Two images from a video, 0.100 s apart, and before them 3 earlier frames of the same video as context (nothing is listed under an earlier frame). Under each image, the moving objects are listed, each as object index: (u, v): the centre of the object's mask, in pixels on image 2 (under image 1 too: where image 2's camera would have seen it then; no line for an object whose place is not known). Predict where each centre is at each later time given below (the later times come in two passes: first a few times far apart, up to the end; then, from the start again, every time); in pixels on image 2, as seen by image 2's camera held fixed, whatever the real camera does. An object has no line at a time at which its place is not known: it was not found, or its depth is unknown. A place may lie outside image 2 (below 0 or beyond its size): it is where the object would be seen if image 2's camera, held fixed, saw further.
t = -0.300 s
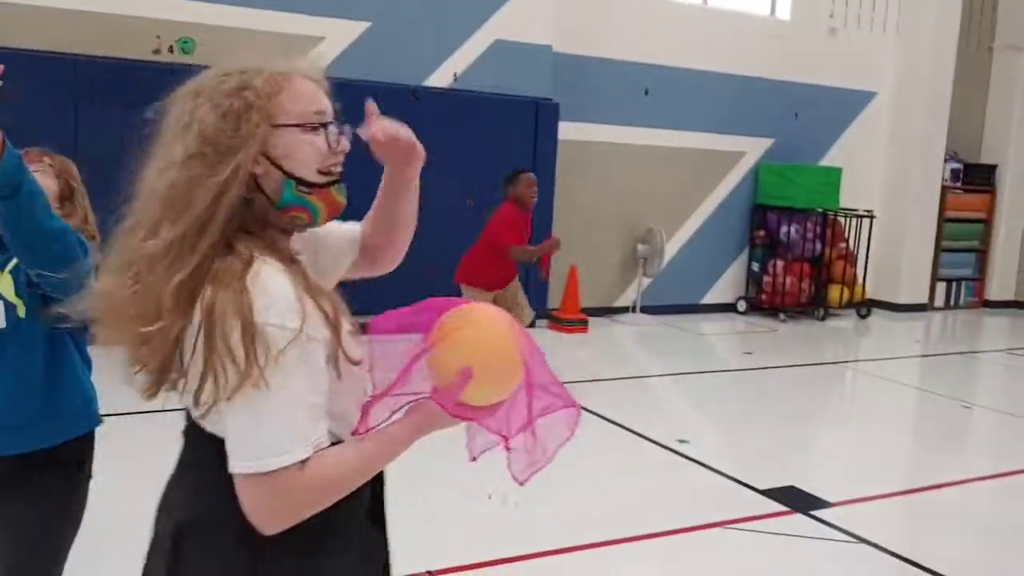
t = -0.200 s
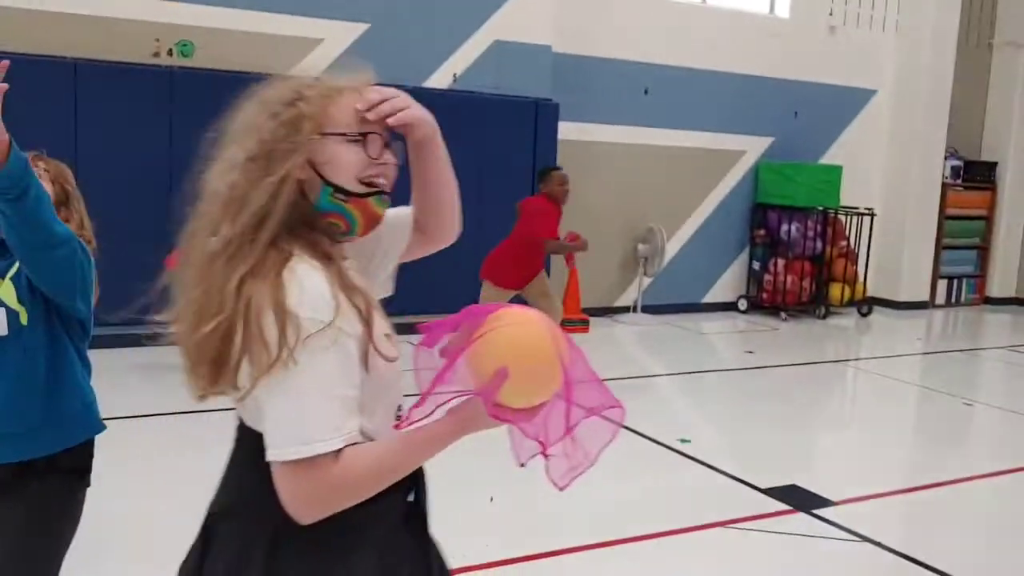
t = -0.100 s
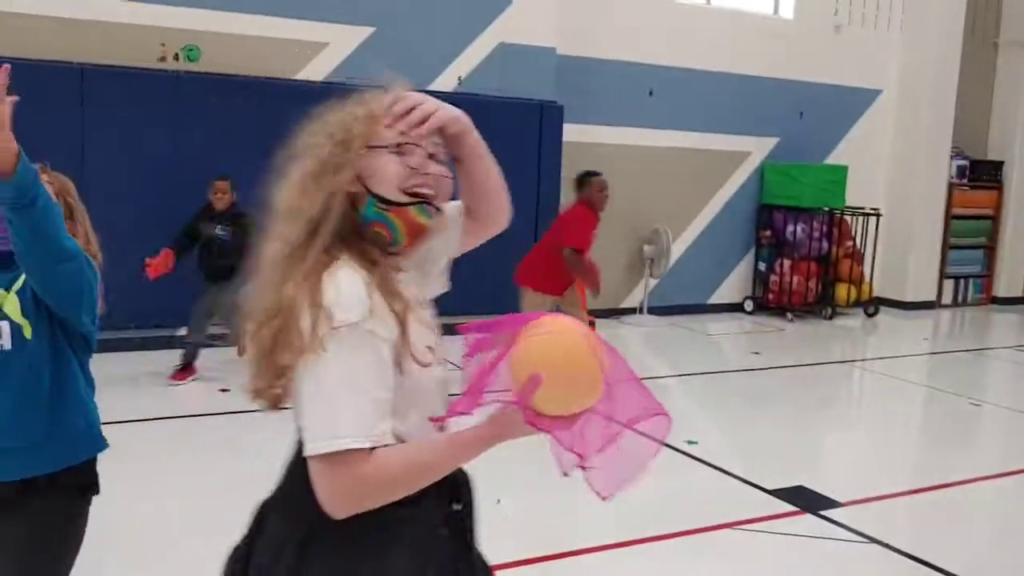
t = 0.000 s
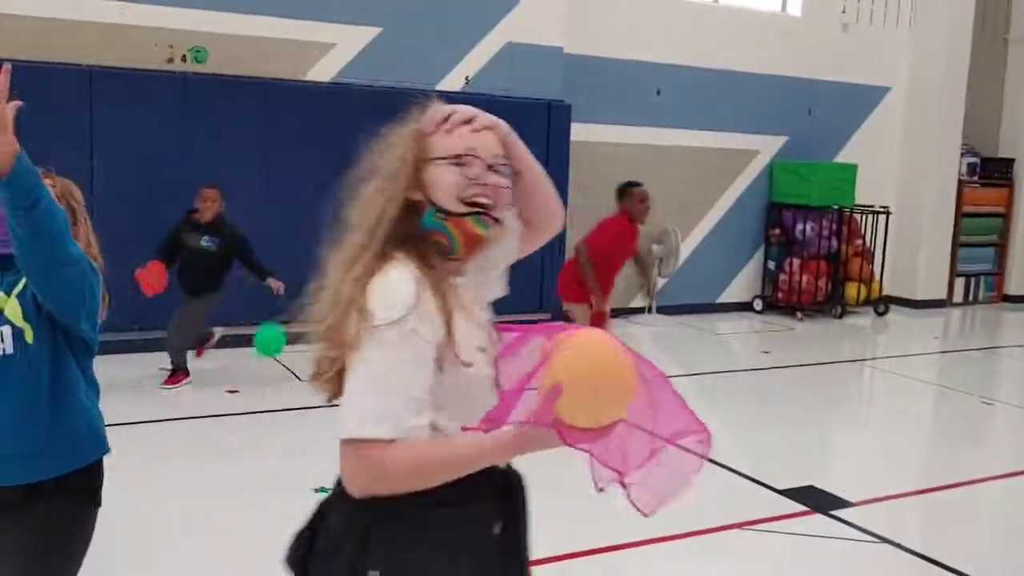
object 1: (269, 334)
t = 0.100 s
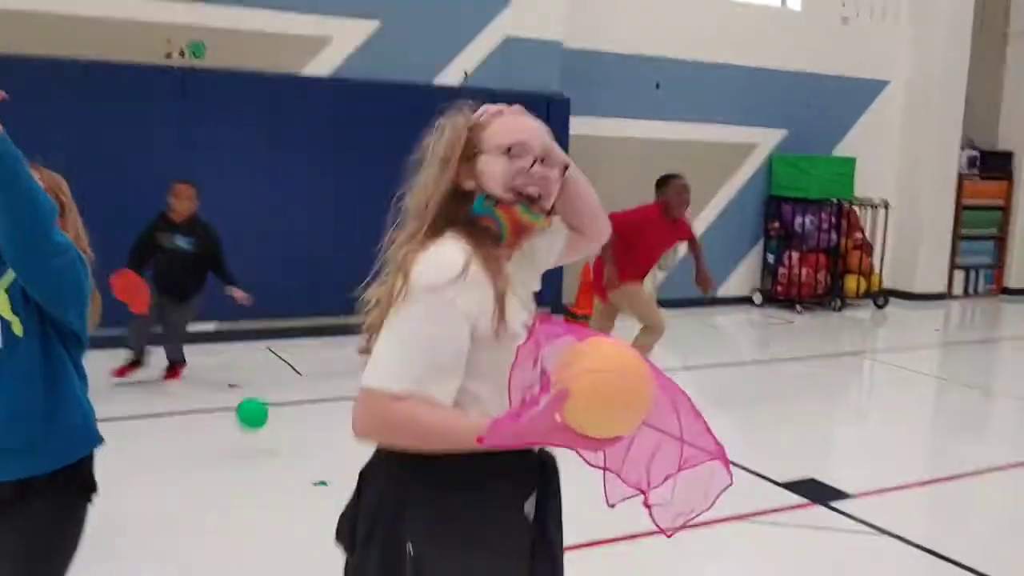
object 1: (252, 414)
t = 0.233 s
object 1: (230, 411)
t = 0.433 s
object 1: (197, 393)
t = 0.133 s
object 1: (247, 444)
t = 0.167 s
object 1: (242, 435)
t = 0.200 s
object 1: (236, 422)
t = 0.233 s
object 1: (230, 411)
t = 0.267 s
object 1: (225, 402)
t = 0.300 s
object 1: (219, 396)
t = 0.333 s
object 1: (216, 392)
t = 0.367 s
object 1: (210, 390)
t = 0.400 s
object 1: (203, 391)
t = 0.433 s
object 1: (197, 393)
